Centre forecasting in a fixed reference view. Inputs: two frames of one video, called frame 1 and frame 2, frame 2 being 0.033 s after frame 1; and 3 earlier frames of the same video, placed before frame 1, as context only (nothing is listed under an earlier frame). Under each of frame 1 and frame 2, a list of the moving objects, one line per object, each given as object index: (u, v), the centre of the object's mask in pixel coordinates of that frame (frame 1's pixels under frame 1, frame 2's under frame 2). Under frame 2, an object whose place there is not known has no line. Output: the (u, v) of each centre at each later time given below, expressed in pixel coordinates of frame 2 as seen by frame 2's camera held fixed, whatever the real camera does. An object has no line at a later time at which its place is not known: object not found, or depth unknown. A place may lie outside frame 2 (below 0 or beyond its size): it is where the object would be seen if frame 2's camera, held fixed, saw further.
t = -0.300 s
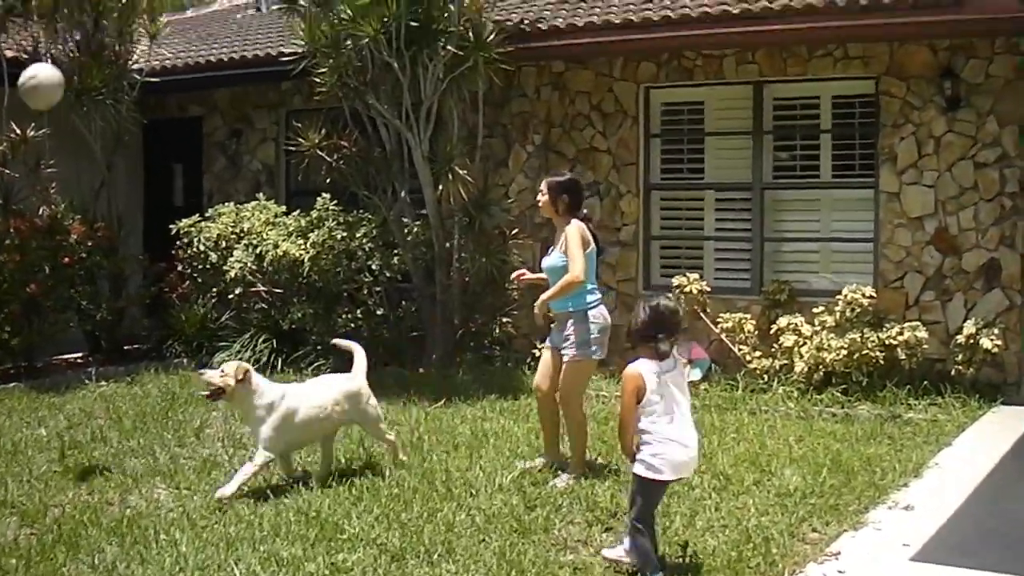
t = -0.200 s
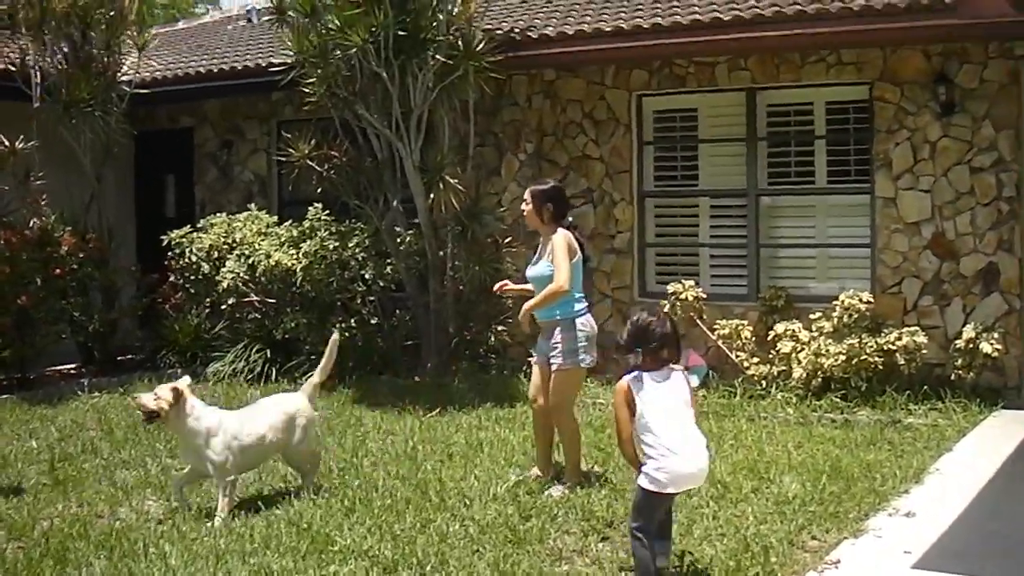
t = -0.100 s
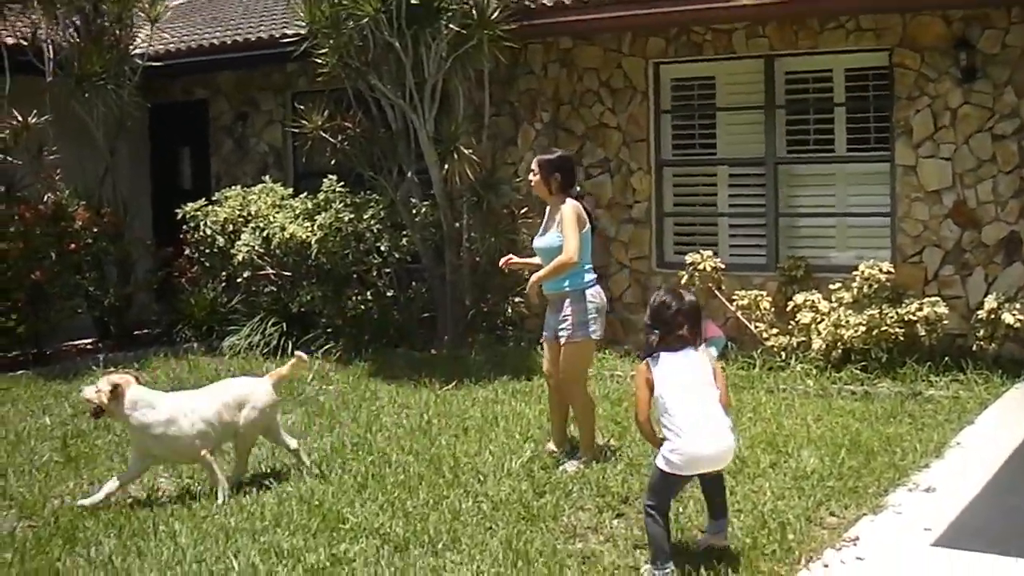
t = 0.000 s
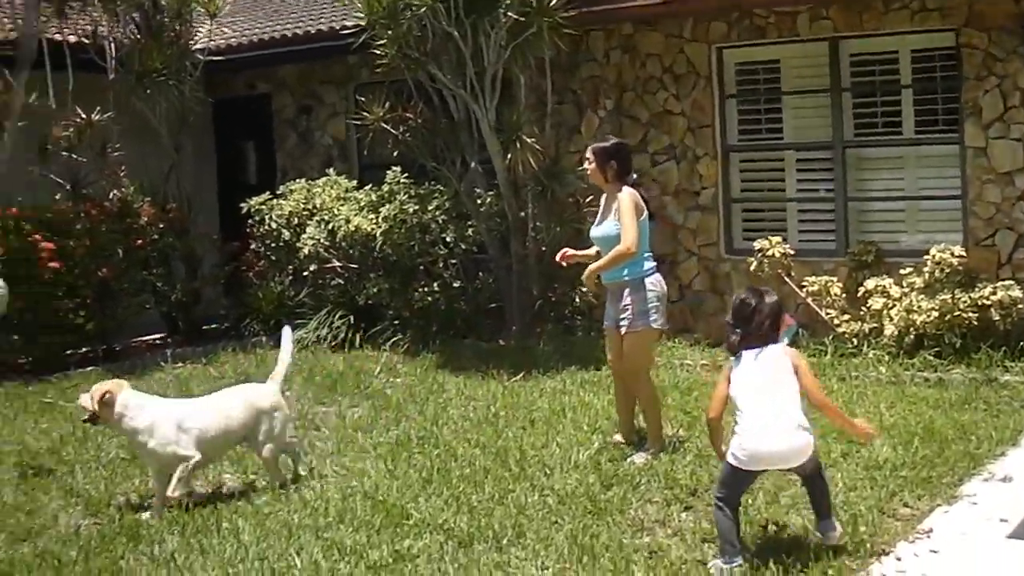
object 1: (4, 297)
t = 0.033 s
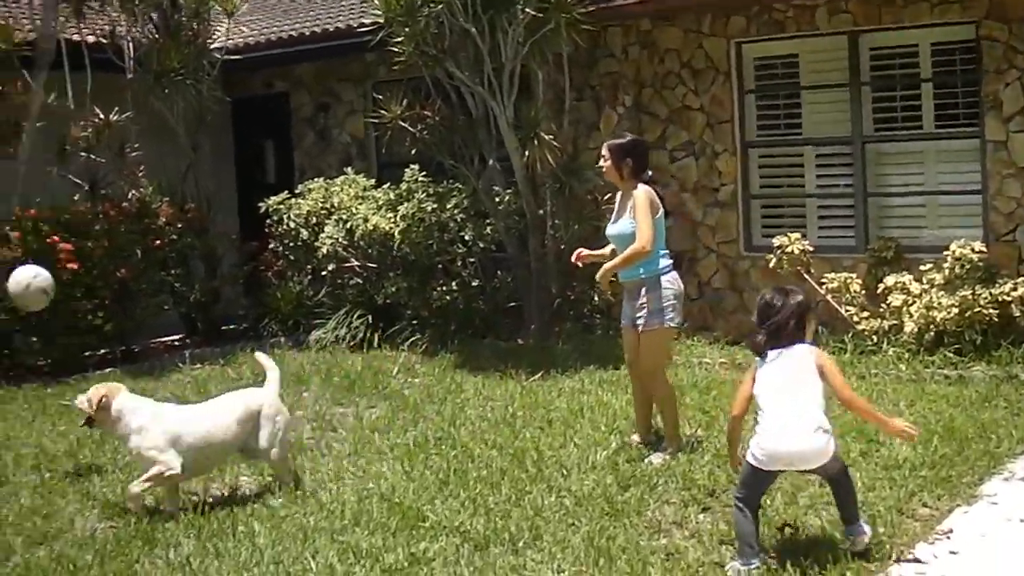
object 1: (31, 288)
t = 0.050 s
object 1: (45, 283)
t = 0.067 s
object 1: (59, 279)
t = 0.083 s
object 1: (73, 276)
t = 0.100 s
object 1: (87, 274)
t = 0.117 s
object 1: (101, 271)
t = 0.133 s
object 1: (116, 270)
